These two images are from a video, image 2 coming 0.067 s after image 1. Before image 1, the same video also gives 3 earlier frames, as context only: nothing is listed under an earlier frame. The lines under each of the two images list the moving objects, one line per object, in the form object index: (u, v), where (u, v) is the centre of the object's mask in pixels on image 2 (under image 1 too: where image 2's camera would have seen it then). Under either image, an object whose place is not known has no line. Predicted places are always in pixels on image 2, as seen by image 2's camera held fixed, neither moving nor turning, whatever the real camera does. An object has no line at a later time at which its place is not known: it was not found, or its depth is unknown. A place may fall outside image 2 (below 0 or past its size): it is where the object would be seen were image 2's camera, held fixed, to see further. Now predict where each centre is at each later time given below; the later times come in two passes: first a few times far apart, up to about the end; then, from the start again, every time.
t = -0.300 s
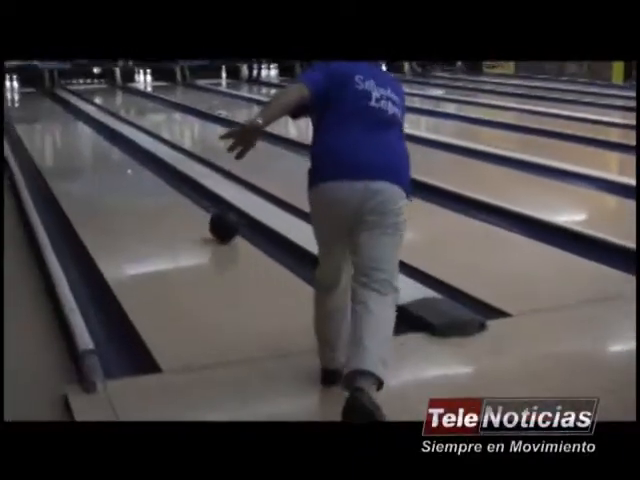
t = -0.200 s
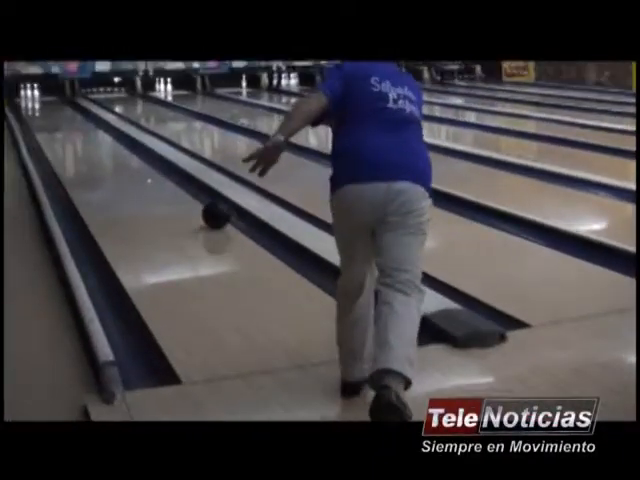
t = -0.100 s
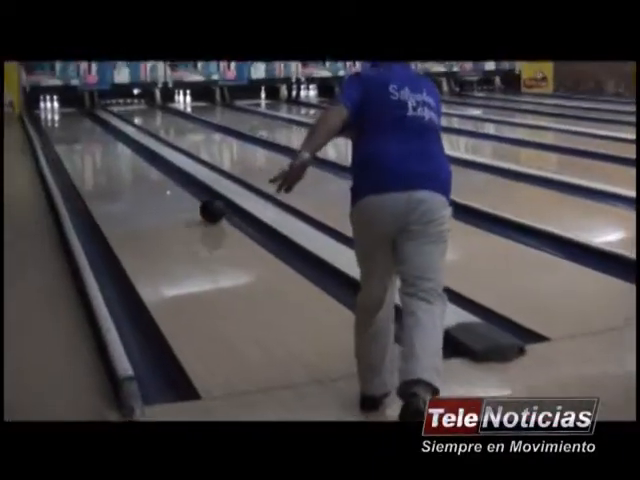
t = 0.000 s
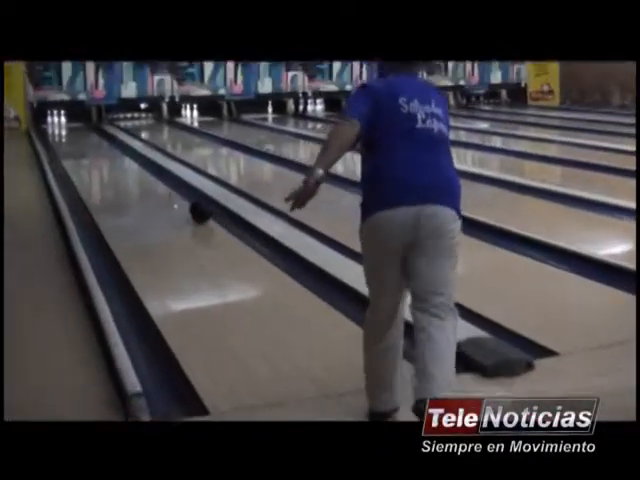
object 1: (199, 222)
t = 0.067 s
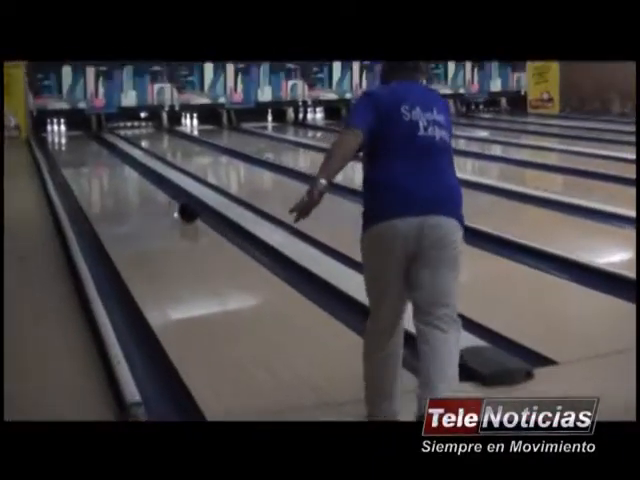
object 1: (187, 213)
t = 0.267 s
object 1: (162, 194)
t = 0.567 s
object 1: (135, 174)
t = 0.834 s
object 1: (116, 160)
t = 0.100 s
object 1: (183, 209)
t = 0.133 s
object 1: (179, 205)
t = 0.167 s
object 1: (174, 203)
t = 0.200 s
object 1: (170, 200)
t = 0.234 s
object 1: (165, 197)
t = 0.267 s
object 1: (162, 194)
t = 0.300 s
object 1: (158, 192)
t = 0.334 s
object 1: (155, 189)
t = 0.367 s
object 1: (152, 187)
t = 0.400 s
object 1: (149, 185)
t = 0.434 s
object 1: (146, 182)
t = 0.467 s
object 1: (143, 180)
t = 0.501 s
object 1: (139, 178)
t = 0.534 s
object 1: (137, 176)
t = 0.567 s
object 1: (135, 174)
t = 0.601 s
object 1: (132, 171)
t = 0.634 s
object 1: (130, 170)
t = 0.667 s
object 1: (128, 168)
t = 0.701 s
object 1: (126, 167)
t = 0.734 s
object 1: (124, 165)
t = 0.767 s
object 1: (121, 163)
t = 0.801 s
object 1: (119, 161)
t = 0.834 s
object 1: (116, 160)
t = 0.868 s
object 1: (116, 158)
